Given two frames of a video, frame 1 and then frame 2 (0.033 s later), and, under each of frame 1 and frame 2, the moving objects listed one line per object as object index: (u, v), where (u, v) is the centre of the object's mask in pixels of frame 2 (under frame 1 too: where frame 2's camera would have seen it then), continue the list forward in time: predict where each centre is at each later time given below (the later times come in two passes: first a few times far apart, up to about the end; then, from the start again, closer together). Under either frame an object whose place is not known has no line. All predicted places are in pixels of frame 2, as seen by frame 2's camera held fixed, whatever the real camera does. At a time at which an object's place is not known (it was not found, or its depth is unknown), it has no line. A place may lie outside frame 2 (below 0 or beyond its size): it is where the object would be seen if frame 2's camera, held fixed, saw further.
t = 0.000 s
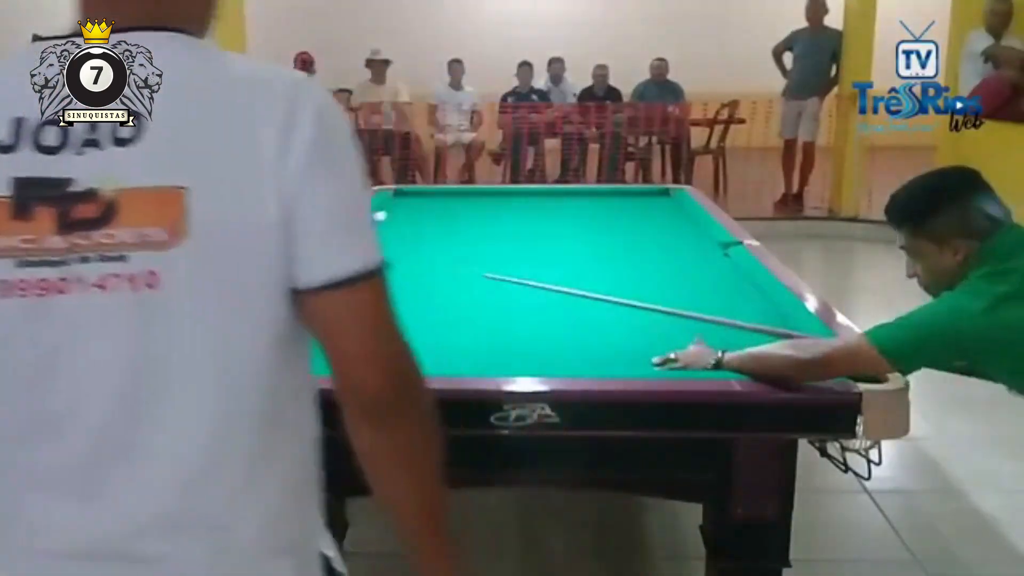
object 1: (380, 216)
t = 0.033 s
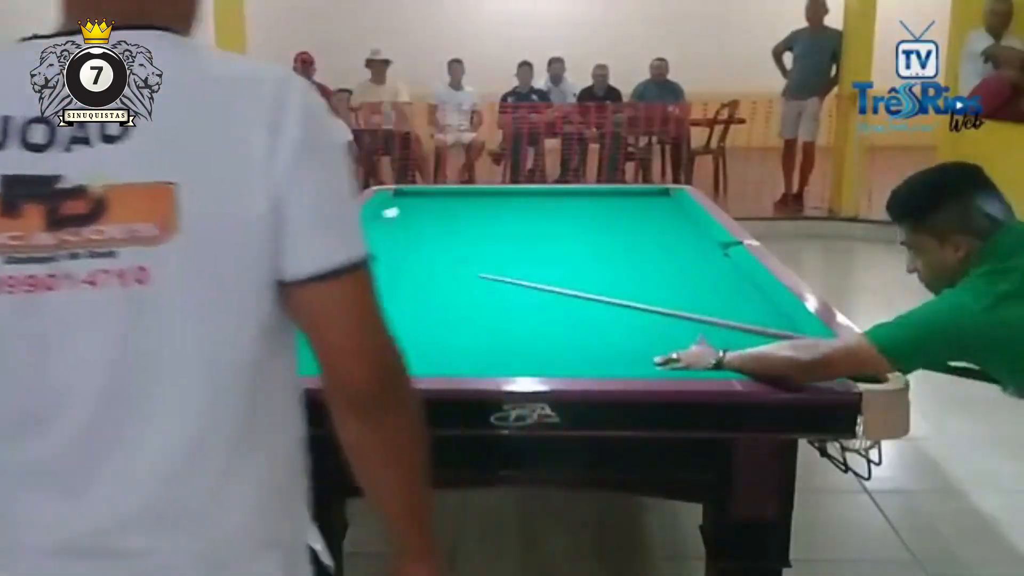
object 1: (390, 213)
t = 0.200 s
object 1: (443, 196)
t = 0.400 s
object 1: (494, 200)
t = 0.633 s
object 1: (560, 215)
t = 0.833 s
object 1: (623, 226)
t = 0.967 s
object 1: (669, 234)
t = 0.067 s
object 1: (402, 209)
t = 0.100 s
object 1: (413, 206)
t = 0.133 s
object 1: (425, 202)
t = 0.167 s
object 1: (434, 198)
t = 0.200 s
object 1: (443, 196)
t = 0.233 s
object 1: (451, 193)
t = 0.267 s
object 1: (460, 192)
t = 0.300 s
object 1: (468, 194)
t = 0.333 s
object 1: (476, 196)
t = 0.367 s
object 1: (485, 198)
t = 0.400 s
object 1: (494, 200)
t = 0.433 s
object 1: (502, 202)
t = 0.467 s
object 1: (511, 204)
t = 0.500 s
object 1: (521, 207)
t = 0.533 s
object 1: (530, 209)
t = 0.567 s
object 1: (540, 211)
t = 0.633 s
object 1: (560, 215)
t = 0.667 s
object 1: (570, 217)
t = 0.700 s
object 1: (580, 218)
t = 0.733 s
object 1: (590, 220)
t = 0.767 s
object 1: (603, 223)
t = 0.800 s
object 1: (612, 224)
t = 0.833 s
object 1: (623, 226)
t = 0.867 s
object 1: (634, 228)
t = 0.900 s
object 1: (646, 230)
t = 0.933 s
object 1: (658, 232)
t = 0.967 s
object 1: (669, 234)
